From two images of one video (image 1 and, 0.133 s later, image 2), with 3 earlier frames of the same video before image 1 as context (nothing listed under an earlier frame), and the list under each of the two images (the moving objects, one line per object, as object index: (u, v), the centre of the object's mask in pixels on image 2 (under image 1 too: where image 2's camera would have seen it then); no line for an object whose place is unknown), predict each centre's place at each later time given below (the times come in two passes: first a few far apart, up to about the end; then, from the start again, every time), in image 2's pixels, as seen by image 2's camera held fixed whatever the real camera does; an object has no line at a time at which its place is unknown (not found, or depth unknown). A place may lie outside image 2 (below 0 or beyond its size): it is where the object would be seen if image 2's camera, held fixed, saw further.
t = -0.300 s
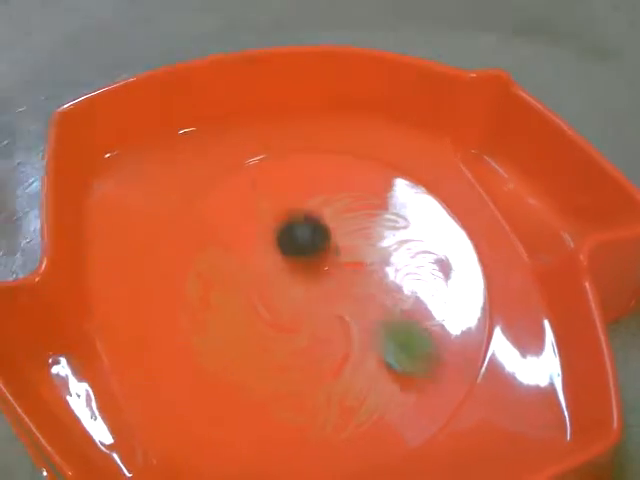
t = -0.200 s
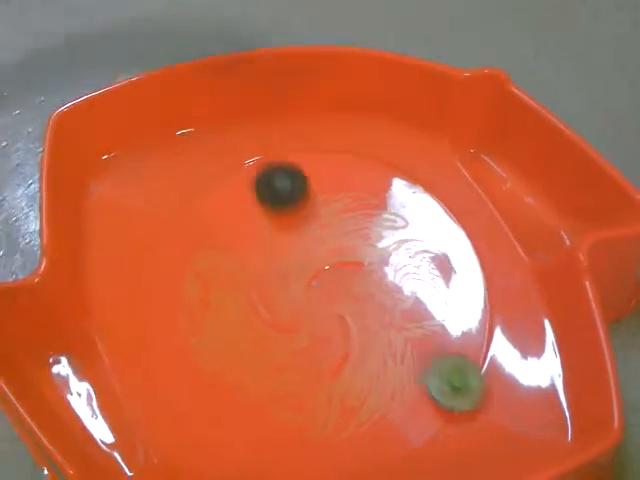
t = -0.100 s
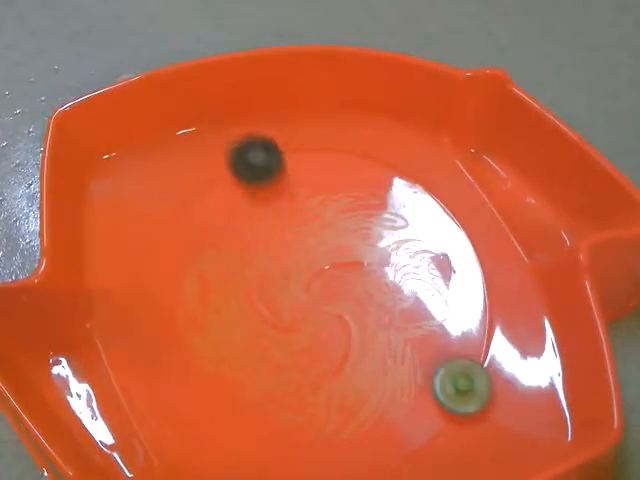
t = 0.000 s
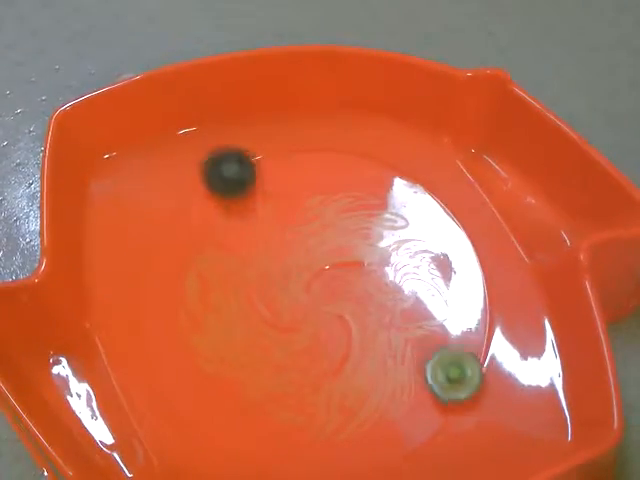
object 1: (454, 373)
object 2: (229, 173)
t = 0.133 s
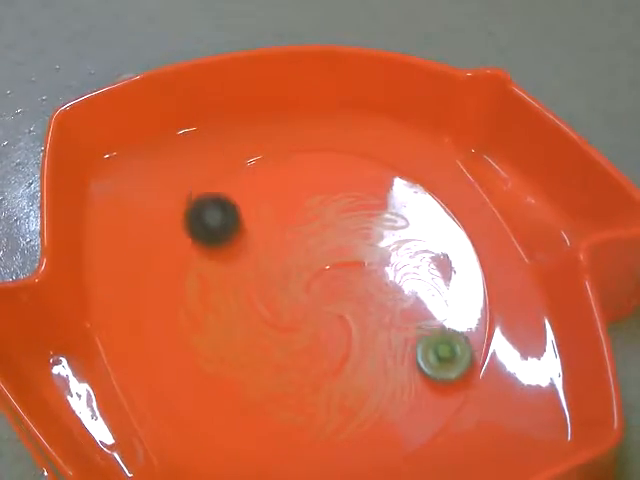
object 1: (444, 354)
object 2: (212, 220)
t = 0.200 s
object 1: (437, 345)
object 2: (220, 247)
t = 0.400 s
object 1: (408, 321)
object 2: (301, 302)
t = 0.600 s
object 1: (537, 401)
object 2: (199, 211)
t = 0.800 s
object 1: (409, 403)
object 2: (110, 233)
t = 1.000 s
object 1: (290, 308)
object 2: (273, 427)
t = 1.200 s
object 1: (229, 259)
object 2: (533, 383)
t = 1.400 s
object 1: (202, 276)
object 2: (417, 241)
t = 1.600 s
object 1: (199, 294)
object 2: (282, 187)
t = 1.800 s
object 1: (217, 302)
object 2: (206, 248)
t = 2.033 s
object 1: (266, 338)
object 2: (204, 310)
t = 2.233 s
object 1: (352, 350)
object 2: (223, 345)
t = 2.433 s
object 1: (388, 327)
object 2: (294, 361)
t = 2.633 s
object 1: (421, 304)
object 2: (327, 325)
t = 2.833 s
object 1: (499, 257)
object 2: (190, 295)
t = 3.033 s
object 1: (421, 249)
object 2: (185, 314)
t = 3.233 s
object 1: (357, 267)
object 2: (242, 335)
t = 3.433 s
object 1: (351, 278)
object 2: (274, 343)
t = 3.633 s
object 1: (366, 268)
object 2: (287, 354)
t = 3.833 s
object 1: (339, 271)
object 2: (326, 331)
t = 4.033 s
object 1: (338, 196)
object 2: (330, 380)
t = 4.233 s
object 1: (309, 183)
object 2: (363, 354)
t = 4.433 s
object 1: (290, 196)
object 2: (372, 309)
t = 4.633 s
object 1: (284, 228)
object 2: (355, 271)
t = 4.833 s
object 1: (183, 179)
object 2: (454, 339)
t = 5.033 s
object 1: (124, 207)
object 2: (548, 425)
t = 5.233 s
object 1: (201, 289)
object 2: (526, 365)
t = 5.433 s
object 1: (289, 330)
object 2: (473, 309)
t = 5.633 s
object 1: (333, 338)
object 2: (389, 269)
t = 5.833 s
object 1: (349, 343)
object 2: (305, 260)
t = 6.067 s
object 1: (352, 340)
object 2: (228, 278)
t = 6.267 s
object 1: (350, 333)
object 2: (202, 305)
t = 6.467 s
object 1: (351, 331)
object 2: (213, 329)
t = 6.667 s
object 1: (352, 331)
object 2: (260, 333)
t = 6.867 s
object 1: (368, 343)
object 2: (295, 308)
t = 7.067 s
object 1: (405, 346)
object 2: (308, 268)
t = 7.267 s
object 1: (411, 334)
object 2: (327, 244)
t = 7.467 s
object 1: (402, 326)
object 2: (334, 236)
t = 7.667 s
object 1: (387, 316)
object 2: (339, 251)
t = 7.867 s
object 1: (383, 344)
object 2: (330, 248)
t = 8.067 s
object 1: (373, 370)
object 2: (307, 247)
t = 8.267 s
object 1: (363, 359)
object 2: (296, 277)
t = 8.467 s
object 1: (353, 342)
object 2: (293, 311)
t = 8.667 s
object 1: (390, 334)
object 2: (252, 328)
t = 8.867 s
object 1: (397, 315)
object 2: (257, 355)
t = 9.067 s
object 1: (395, 301)
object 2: (283, 362)
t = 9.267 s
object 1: (387, 292)
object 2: (312, 344)
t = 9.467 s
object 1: (406, 276)
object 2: (296, 324)
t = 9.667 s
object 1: (459, 240)
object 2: (220, 329)
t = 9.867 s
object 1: (446, 235)
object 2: (237, 339)
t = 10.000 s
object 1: (424, 242)
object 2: (262, 335)
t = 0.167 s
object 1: (441, 349)
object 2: (215, 234)
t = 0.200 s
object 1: (437, 345)
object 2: (220, 247)
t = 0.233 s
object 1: (432, 340)
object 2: (229, 260)
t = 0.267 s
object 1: (428, 336)
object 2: (239, 272)
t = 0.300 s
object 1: (422, 331)
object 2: (254, 283)
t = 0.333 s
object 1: (418, 328)
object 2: (269, 292)
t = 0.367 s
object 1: (413, 324)
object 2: (285, 298)
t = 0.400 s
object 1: (408, 321)
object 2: (301, 302)
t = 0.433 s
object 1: (403, 317)
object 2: (318, 306)
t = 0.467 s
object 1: (398, 314)
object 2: (334, 306)
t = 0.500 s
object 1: (423, 323)
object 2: (309, 285)
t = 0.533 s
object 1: (488, 350)
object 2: (272, 260)
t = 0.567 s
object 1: (546, 381)
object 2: (234, 235)
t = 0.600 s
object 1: (537, 401)
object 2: (199, 211)
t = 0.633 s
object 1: (524, 426)
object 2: (170, 189)
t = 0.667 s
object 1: (505, 444)
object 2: (145, 171)
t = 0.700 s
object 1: (481, 443)
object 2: (124, 162)
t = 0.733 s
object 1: (460, 430)
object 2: (112, 181)
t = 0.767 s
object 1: (434, 416)
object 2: (106, 207)
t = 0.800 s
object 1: (409, 403)
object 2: (110, 233)
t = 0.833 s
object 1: (388, 388)
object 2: (121, 262)
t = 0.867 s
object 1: (367, 373)
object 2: (137, 294)
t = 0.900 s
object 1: (345, 356)
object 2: (161, 327)
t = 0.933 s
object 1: (325, 339)
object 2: (191, 362)
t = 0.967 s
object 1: (307, 322)
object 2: (228, 396)
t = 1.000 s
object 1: (290, 308)
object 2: (273, 427)
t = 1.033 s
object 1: (276, 295)
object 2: (321, 450)
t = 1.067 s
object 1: (264, 283)
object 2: (371, 458)
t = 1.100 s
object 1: (252, 272)
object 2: (422, 460)
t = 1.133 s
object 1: (244, 265)
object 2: (467, 446)
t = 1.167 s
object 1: (236, 261)
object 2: (503, 414)
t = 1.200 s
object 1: (229, 259)
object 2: (533, 383)
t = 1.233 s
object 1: (222, 258)
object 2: (532, 354)
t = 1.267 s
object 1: (218, 261)
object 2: (511, 323)
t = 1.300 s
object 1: (214, 265)
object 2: (487, 299)
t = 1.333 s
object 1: (209, 269)
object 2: (463, 281)
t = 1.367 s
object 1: (205, 272)
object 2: (440, 261)
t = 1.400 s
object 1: (202, 276)
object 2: (417, 241)
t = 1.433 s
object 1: (200, 280)
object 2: (390, 222)
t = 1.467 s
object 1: (198, 284)
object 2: (367, 208)
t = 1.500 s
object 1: (197, 288)
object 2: (345, 196)
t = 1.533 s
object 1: (197, 290)
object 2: (323, 190)
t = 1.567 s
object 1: (198, 293)
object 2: (301, 186)
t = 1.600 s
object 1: (199, 294)
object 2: (282, 187)
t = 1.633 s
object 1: (201, 295)
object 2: (264, 191)
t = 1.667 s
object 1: (204, 296)
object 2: (248, 199)
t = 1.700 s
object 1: (207, 296)
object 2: (234, 209)
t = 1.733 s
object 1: (210, 298)
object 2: (223, 221)
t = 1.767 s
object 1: (213, 299)
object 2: (213, 235)
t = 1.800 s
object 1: (217, 302)
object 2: (206, 248)
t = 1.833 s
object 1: (223, 313)
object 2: (201, 251)
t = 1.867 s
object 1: (229, 323)
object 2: (198, 258)
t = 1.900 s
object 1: (236, 329)
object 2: (196, 266)
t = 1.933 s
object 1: (243, 332)
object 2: (197, 278)
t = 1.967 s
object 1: (250, 334)
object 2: (199, 290)
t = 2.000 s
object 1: (256, 336)
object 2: (203, 301)
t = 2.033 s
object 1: (266, 338)
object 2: (204, 310)
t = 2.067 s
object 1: (286, 346)
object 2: (200, 313)
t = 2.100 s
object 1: (303, 350)
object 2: (199, 317)
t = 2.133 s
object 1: (318, 353)
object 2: (202, 323)
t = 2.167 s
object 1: (332, 353)
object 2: (207, 331)
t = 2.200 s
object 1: (343, 353)
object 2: (215, 338)
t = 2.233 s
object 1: (352, 350)
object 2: (223, 345)
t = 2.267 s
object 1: (360, 346)
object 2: (233, 351)
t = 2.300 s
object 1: (366, 342)
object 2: (244, 356)
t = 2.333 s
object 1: (373, 338)
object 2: (256, 360)
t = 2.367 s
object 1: (378, 334)
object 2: (269, 362)
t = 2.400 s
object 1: (384, 330)
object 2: (281, 362)
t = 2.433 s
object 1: (388, 327)
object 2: (294, 361)
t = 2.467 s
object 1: (392, 323)
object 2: (306, 358)
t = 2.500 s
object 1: (396, 319)
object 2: (317, 353)
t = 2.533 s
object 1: (398, 316)
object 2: (327, 347)
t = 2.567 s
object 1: (401, 313)
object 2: (335, 340)
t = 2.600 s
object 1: (402, 310)
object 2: (343, 332)
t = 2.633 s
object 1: (421, 304)
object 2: (327, 325)
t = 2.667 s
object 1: (458, 297)
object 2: (294, 319)
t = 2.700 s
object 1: (490, 285)
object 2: (265, 313)
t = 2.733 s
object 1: (507, 276)
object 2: (239, 308)
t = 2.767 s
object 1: (515, 268)
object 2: (218, 302)
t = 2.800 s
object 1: (508, 262)
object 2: (201, 298)
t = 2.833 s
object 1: (499, 257)
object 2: (190, 295)
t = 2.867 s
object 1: (489, 253)
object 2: (182, 294)
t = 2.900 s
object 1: (476, 251)
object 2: (178, 296)
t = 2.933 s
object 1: (463, 249)
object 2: (177, 299)
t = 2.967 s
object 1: (449, 248)
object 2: (177, 303)
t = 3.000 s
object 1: (435, 248)
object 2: (181, 309)
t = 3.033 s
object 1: (421, 249)
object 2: (185, 314)
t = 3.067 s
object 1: (408, 251)
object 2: (192, 319)
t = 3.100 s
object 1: (395, 253)
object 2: (199, 324)
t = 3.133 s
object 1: (384, 256)
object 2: (208, 328)
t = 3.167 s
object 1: (374, 259)
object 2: (218, 331)
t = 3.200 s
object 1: (365, 264)
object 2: (230, 334)
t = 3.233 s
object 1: (357, 267)
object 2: (242, 335)
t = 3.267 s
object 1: (349, 272)
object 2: (253, 335)
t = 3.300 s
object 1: (343, 277)
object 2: (265, 334)
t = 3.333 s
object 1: (338, 282)
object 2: (276, 332)
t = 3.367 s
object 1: (334, 287)
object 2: (286, 329)
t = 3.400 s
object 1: (339, 285)
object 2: (282, 335)
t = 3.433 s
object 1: (351, 278)
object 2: (274, 343)
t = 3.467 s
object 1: (360, 273)
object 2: (270, 349)
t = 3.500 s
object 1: (369, 268)
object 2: (268, 353)
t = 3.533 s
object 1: (371, 267)
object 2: (269, 355)
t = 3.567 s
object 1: (372, 268)
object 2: (274, 356)
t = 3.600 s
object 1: (370, 268)
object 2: (280, 356)
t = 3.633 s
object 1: (366, 268)
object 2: (287, 354)
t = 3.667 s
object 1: (362, 268)
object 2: (294, 352)
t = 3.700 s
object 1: (357, 269)
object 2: (301, 349)
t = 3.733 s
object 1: (352, 269)
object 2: (308, 345)
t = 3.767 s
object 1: (348, 270)
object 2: (314, 341)
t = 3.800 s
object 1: (344, 271)
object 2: (321, 336)
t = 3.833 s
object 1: (339, 271)
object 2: (326, 331)
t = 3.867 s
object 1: (339, 260)
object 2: (327, 340)
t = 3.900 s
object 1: (340, 240)
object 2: (326, 354)
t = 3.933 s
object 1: (343, 224)
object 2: (326, 365)
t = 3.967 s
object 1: (343, 211)
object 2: (325, 373)
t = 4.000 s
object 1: (342, 202)
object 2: (326, 378)
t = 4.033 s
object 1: (338, 196)
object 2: (330, 380)
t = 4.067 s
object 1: (335, 192)
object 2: (334, 379)
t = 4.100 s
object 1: (329, 189)
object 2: (339, 376)
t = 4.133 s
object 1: (324, 186)
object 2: (346, 372)
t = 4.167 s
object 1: (318, 184)
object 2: (353, 367)
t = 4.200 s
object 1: (313, 183)
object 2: (359, 361)
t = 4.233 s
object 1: (309, 183)
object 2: (363, 354)
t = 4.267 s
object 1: (305, 184)
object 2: (367, 347)
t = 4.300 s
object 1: (301, 185)
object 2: (369, 339)
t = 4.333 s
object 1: (298, 187)
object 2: (371, 332)
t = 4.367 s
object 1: (295, 189)
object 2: (372, 324)
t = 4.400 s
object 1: (292, 192)
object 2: (372, 317)
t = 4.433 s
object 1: (290, 196)
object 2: (372, 309)
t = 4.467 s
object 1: (287, 201)
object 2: (371, 301)
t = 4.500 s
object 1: (286, 206)
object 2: (369, 295)
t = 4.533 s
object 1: (285, 211)
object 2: (366, 288)
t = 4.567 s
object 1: (284, 217)
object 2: (363, 282)
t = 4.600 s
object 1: (284, 222)
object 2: (359, 276)
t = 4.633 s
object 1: (284, 228)
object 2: (355, 271)
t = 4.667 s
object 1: (285, 232)
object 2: (350, 267)
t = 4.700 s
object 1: (286, 237)
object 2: (345, 263)
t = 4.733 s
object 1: (283, 238)
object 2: (346, 265)
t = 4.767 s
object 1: (246, 216)
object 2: (382, 288)
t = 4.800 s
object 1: (211, 196)
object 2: (417, 312)
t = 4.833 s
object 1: (183, 179)
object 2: (454, 339)
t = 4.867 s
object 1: (158, 168)
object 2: (481, 359)
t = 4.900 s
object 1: (134, 160)
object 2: (502, 376)
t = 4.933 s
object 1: (116, 167)
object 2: (520, 396)
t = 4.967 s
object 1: (108, 179)
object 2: (533, 411)
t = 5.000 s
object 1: (115, 195)
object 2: (542, 420)
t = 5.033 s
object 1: (124, 207)
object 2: (548, 425)
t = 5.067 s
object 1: (135, 225)
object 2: (550, 421)
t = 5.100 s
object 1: (147, 239)
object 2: (546, 410)
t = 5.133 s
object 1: (159, 253)
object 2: (542, 398)
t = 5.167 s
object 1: (173, 266)
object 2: (537, 386)
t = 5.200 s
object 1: (186, 279)
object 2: (533, 376)
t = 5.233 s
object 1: (201, 289)
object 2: (526, 365)
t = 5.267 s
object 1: (216, 298)
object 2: (521, 355)
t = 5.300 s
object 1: (230, 306)
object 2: (513, 346)
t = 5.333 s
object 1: (246, 314)
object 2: (505, 336)
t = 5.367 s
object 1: (262, 321)
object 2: (496, 326)
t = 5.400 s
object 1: (276, 326)
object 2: (486, 317)
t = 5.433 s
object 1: (289, 330)
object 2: (473, 309)
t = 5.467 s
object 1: (301, 333)
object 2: (460, 300)
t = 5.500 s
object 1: (310, 334)
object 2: (446, 292)
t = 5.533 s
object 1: (319, 335)
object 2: (432, 284)
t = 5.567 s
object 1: (324, 337)
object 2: (418, 278)
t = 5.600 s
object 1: (329, 337)
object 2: (402, 273)
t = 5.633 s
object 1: (333, 338)
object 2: (389, 269)
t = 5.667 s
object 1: (336, 338)
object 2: (373, 265)
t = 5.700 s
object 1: (339, 339)
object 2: (359, 262)
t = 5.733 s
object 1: (342, 340)
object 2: (346, 261)
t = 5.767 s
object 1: (345, 340)
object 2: (332, 260)
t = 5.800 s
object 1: (347, 342)
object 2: (319, 260)
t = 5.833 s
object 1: (349, 343)
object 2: (305, 260)
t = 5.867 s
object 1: (350, 343)
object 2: (293, 261)
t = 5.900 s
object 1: (351, 342)
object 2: (280, 263)
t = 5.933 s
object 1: (352, 341)
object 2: (268, 264)
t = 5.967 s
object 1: (352, 341)
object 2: (257, 267)
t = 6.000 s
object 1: (353, 341)
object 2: (246, 270)
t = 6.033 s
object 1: (353, 340)
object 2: (237, 274)
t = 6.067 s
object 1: (352, 340)
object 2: (228, 278)
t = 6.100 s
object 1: (352, 339)
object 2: (221, 283)
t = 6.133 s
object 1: (351, 337)
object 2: (215, 288)
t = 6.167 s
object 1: (350, 336)
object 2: (210, 293)
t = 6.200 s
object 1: (348, 335)
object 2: (206, 297)
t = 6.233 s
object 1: (349, 333)
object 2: (203, 301)
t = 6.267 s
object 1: (350, 333)
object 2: (202, 305)
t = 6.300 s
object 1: (350, 332)
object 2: (201, 310)
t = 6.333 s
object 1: (351, 332)
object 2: (201, 314)
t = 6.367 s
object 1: (351, 332)
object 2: (202, 318)
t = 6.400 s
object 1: (351, 332)
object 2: (204, 322)
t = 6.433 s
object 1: (351, 331)
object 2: (208, 326)
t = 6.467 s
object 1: (351, 331)
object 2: (213, 329)
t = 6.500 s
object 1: (351, 331)
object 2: (219, 332)
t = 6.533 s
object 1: (351, 331)
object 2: (226, 334)
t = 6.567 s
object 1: (352, 331)
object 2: (234, 335)
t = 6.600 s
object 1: (352, 331)
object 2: (243, 335)
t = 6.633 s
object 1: (352, 331)
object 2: (252, 335)
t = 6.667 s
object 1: (352, 331)
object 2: (260, 333)
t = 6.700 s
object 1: (352, 331)
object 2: (268, 331)
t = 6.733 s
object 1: (352, 331)
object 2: (275, 328)
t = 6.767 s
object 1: (353, 332)
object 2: (283, 325)
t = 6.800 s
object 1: (353, 332)
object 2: (291, 321)
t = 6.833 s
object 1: (355, 336)
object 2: (297, 316)
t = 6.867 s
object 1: (368, 343)
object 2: (295, 308)
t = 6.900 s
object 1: (381, 349)
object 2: (293, 300)
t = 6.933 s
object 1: (389, 352)
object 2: (294, 293)
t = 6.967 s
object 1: (394, 353)
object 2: (296, 285)
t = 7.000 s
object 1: (399, 351)
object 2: (300, 279)
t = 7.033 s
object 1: (402, 349)
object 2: (304, 274)
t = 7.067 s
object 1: (405, 346)
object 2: (308, 268)
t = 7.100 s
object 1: (407, 344)
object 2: (312, 264)
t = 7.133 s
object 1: (408, 342)
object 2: (316, 260)
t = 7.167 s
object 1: (409, 340)
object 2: (320, 255)
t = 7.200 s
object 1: (410, 338)
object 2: (322, 251)
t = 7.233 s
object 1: (411, 336)
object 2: (325, 248)
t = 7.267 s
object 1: (411, 334)
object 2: (327, 244)
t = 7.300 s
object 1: (410, 333)
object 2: (329, 241)
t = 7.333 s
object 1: (409, 330)
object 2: (331, 239)
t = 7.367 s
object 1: (408, 329)
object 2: (332, 237)
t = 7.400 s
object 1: (406, 328)
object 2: (333, 237)
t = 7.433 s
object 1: (404, 327)
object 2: (334, 236)
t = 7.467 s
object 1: (402, 326)
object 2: (334, 236)
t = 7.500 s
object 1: (400, 323)
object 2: (335, 237)
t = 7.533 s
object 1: (398, 323)
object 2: (336, 238)
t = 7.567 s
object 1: (395, 321)
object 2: (337, 241)
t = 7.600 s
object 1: (393, 320)
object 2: (337, 244)
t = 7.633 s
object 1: (390, 319)
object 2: (338, 247)
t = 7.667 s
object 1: (387, 316)
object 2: (339, 251)
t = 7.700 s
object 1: (384, 316)
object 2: (340, 255)
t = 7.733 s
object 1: (381, 314)
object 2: (340, 260)
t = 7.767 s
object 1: (378, 313)
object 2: (342, 265)
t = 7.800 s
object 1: (377, 314)
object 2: (342, 267)
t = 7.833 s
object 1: (381, 330)
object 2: (336, 257)
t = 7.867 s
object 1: (383, 344)
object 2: (330, 248)
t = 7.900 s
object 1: (384, 356)
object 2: (325, 242)
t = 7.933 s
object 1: (383, 363)
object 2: (321, 238)
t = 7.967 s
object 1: (381, 368)
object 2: (318, 239)
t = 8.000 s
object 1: (378, 371)
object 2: (314, 241)
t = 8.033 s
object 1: (375, 371)
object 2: (310, 243)
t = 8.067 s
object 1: (373, 370)
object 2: (307, 247)
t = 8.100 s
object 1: (372, 369)
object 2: (304, 252)
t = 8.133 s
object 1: (370, 367)
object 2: (302, 257)
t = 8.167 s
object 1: (369, 365)
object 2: (300, 262)
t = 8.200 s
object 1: (367, 363)
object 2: (298, 267)
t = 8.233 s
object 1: (366, 362)
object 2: (297, 272)
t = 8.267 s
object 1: (363, 359)
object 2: (296, 277)
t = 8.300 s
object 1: (362, 357)
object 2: (295, 283)
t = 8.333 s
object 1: (360, 354)
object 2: (294, 288)
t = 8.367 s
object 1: (358, 352)
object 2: (294, 293)
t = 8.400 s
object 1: (356, 349)
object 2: (293, 299)
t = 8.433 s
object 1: (355, 346)
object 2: (293, 305)
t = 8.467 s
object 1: (353, 342)
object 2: (293, 311)
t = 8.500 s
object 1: (350, 338)
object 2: (294, 318)
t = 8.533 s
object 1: (360, 337)
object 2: (285, 321)
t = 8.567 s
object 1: (372, 339)
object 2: (272, 322)
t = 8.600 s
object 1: (380, 338)
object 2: (263, 323)
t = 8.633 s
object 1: (388, 337)
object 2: (256, 325)
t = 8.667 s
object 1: (390, 334)
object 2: (252, 328)
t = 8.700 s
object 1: (392, 331)
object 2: (251, 333)
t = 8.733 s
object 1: (394, 327)
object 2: (250, 337)
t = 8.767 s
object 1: (395, 324)
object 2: (251, 342)
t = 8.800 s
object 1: (396, 321)
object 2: (252, 346)
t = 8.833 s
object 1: (396, 318)
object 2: (254, 350)
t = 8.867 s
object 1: (397, 315)
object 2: (257, 355)
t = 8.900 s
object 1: (397, 313)
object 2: (260, 358)
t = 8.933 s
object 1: (397, 310)
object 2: (264, 360)
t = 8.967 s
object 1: (397, 308)
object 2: (268, 362)
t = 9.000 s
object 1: (396, 306)
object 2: (273, 363)
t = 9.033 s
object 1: (396, 304)
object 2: (278, 363)
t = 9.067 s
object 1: (395, 301)
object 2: (283, 362)
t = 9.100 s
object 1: (394, 299)
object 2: (288, 360)
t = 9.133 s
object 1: (393, 298)
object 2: (294, 358)
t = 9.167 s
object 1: (392, 296)
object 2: (299, 355)
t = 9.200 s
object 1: (391, 295)
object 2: (303, 352)
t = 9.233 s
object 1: (389, 294)
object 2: (308, 348)
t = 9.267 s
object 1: (387, 292)
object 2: (312, 344)
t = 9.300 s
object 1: (386, 292)
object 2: (315, 339)
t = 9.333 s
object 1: (384, 291)
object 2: (320, 334)
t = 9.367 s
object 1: (382, 290)
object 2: (323, 329)
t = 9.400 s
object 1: (380, 289)
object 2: (326, 324)
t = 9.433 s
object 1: (380, 287)
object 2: (322, 321)
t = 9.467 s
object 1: (406, 276)
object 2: (296, 324)
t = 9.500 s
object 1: (426, 267)
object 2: (274, 326)
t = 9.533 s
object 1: (442, 258)
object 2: (255, 328)
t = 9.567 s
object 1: (452, 251)
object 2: (238, 329)
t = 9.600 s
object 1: (457, 247)
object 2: (228, 329)
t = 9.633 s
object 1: (459, 244)
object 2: (221, 329)
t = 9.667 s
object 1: (459, 240)
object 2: (220, 329)
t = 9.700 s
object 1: (459, 238)
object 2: (220, 331)
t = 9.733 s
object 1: (458, 237)
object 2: (221, 333)
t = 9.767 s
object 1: (456, 236)
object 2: (224, 335)
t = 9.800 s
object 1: (454, 234)
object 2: (228, 337)
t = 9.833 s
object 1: (451, 234)
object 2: (232, 338)
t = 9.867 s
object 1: (446, 235)
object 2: (237, 339)
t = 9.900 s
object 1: (442, 236)
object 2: (243, 339)
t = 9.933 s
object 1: (436, 238)
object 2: (250, 339)
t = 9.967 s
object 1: (430, 240)
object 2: (256, 337)
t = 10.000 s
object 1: (424, 242)
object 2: (262, 335)
